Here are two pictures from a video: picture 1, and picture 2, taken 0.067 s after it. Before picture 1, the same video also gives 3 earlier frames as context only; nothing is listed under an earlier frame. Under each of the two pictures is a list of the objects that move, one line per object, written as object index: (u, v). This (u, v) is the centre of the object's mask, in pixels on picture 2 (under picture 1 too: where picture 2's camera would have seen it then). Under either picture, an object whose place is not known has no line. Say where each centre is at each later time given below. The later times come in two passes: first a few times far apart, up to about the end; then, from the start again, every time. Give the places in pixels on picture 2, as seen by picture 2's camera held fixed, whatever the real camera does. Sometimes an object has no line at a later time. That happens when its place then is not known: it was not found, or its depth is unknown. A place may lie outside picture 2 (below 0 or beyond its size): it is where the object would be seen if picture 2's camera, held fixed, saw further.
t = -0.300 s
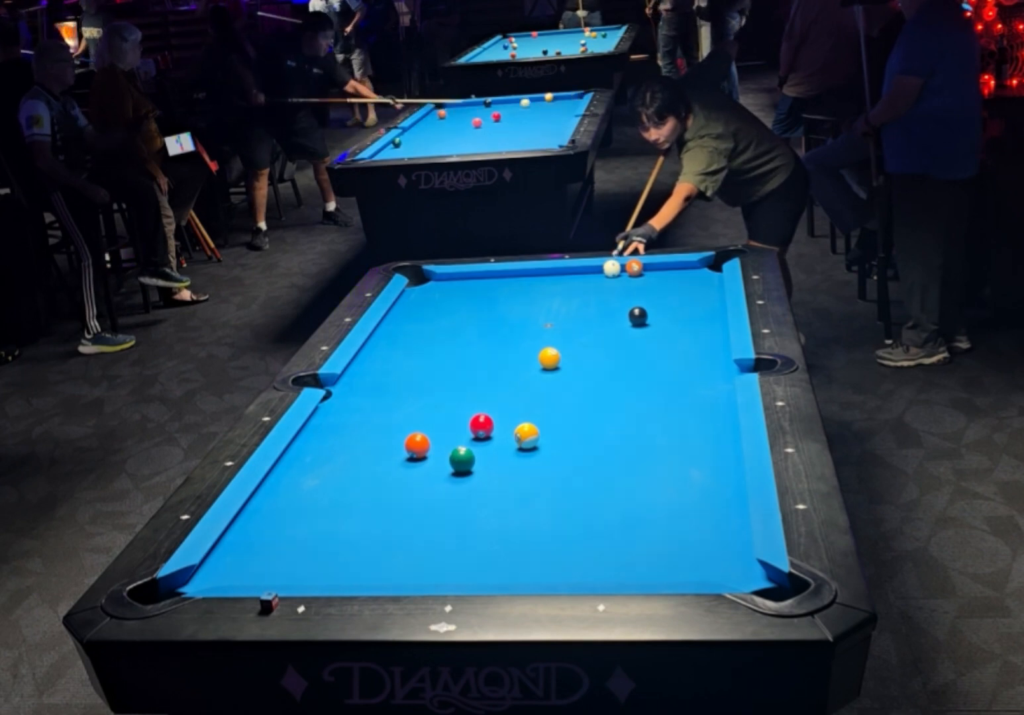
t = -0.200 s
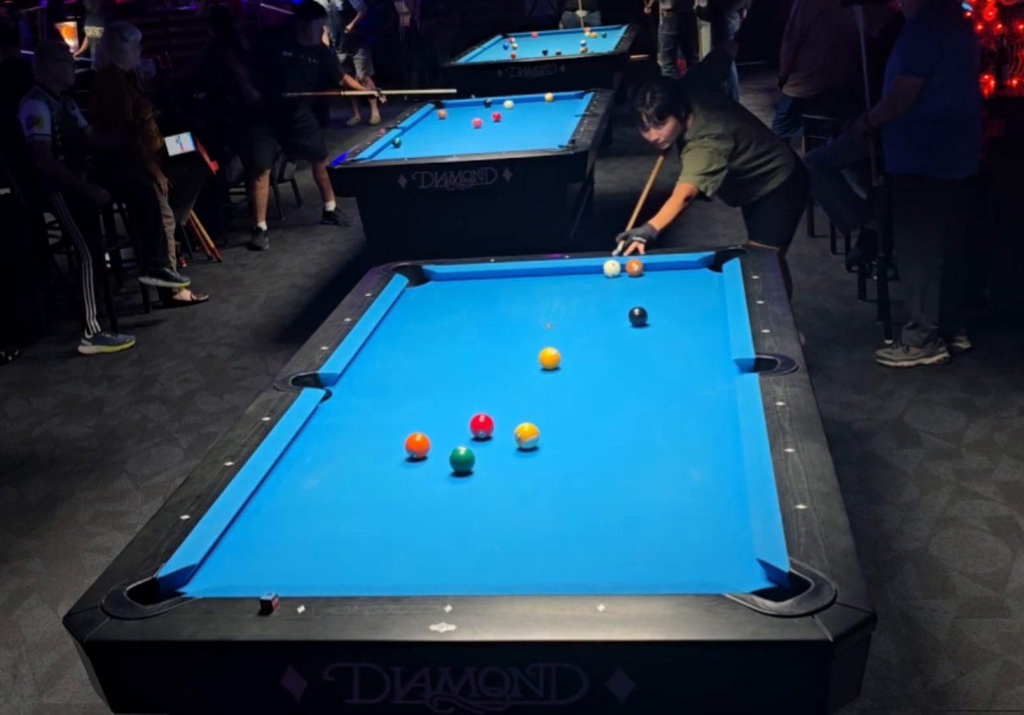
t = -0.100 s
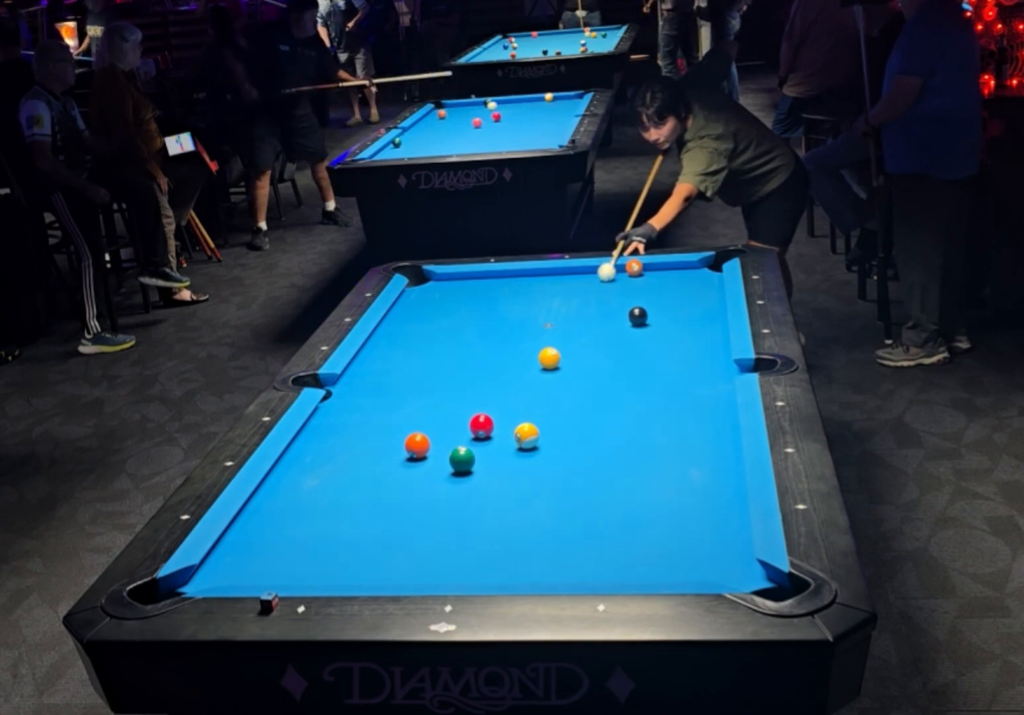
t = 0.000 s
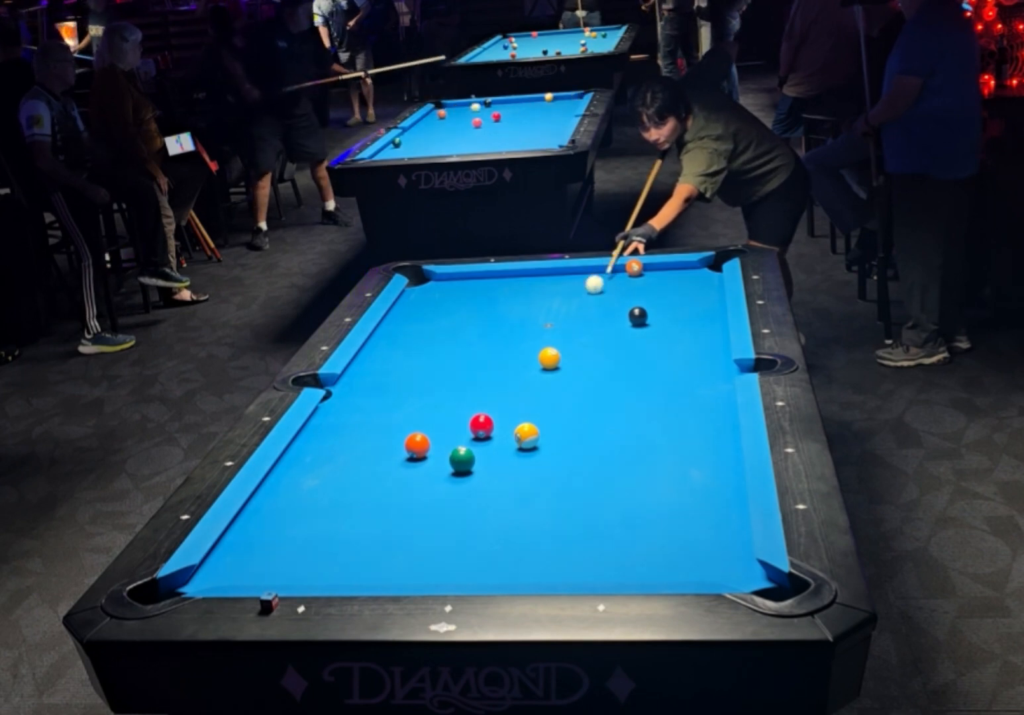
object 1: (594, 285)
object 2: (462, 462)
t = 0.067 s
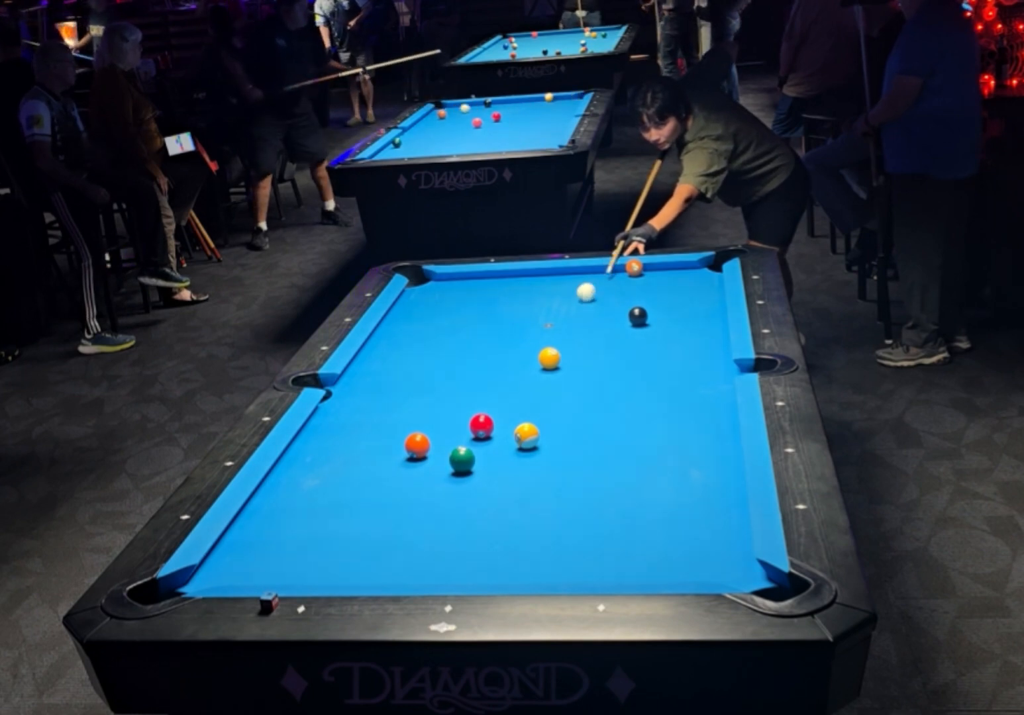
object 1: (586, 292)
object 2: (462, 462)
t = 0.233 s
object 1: (564, 313)
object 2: (462, 462)
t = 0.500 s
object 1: (524, 350)
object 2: (462, 462)
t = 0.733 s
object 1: (485, 387)
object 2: (462, 462)
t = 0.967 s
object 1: (439, 431)
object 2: (462, 462)
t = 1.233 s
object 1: (439, 449)
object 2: (462, 462)
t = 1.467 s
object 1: (435, 461)
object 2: (467, 462)
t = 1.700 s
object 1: (425, 471)
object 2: (477, 465)
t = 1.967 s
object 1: (414, 483)
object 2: (487, 468)
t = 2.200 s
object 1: (405, 492)
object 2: (493, 469)
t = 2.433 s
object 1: (397, 499)
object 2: (499, 472)
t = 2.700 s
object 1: (389, 508)
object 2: (502, 472)
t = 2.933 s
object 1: (383, 514)
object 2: (504, 472)
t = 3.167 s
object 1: (377, 520)
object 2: (504, 472)
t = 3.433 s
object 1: (371, 525)
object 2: (503, 472)
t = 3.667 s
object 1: (367, 527)
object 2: (503, 472)
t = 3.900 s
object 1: (363, 529)
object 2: (503, 472)
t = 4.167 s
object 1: (361, 531)
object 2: (503, 472)
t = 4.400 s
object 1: (362, 531)
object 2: (503, 472)
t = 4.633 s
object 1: (362, 531)
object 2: (503, 472)
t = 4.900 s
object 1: (362, 532)
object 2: (503, 472)
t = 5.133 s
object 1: (362, 532)
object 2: (503, 472)
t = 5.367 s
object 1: (362, 531)
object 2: (503, 472)
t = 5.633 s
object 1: (362, 531)
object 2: (503, 472)
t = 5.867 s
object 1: (362, 531)
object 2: (503, 472)
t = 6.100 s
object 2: (503, 472)
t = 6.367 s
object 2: (503, 472)
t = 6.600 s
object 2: (503, 472)
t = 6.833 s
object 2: (503, 472)
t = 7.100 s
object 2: (503, 472)
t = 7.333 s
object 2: (503, 472)
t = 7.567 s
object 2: (503, 472)
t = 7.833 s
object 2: (503, 472)
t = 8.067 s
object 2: (503, 472)
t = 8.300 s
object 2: (503, 472)
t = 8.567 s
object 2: (503, 472)
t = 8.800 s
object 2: (503, 472)
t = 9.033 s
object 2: (503, 472)
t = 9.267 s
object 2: (503, 472)
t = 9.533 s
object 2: (503, 472)
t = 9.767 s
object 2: (503, 472)
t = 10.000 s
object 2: (503, 472)
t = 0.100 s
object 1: (582, 296)
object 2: (462, 462)
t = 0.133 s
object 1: (577, 301)
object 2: (462, 462)
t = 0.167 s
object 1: (573, 304)
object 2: (462, 462)
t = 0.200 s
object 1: (568, 309)
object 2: (462, 462)
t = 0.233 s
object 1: (564, 313)
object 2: (462, 462)
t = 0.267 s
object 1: (559, 317)
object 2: (462, 462)
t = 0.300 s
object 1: (554, 322)
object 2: (462, 462)
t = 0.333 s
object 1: (549, 326)
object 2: (462, 462)
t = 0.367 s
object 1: (545, 331)
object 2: (462, 462)
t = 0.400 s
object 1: (540, 336)
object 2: (462, 462)
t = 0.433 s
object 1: (534, 340)
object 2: (462, 462)
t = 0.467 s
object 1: (529, 345)
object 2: (462, 462)
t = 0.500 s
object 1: (524, 350)
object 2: (462, 462)
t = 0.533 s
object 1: (519, 355)
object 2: (462, 462)
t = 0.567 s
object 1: (513, 360)
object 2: (462, 462)
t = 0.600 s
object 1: (508, 365)
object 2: (462, 462)
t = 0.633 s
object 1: (502, 371)
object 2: (462, 462)
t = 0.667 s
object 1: (496, 376)
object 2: (462, 462)
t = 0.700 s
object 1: (491, 382)
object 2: (462, 462)
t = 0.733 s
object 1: (485, 387)
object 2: (462, 462)
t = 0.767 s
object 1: (478, 393)
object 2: (462, 462)
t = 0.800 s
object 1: (472, 399)
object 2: (462, 462)
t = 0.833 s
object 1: (465, 405)
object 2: (462, 462)
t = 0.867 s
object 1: (459, 411)
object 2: (462, 462)
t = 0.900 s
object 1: (453, 417)
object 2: (462, 462)
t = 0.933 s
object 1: (446, 424)
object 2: (462, 462)
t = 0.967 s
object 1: (439, 431)
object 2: (462, 462)
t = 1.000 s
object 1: (435, 436)
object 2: (462, 462)
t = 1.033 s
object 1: (435, 438)
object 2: (462, 462)
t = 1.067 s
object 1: (437, 439)
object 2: (462, 462)
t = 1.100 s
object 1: (438, 440)
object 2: (462, 462)
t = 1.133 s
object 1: (438, 442)
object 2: (462, 462)
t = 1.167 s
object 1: (438, 445)
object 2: (462, 462)
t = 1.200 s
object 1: (439, 447)
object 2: (462, 462)
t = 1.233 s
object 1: (439, 449)
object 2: (462, 462)
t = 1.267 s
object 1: (439, 451)
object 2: (462, 462)
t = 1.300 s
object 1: (439, 453)
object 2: (462, 462)
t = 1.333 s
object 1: (440, 454)
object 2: (462, 462)
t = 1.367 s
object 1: (440, 456)
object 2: (463, 462)
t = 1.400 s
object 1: (438, 458)
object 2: (464, 462)
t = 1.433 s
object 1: (437, 460)
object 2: (466, 462)
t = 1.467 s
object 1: (435, 461)
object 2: (467, 462)
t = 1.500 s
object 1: (434, 463)
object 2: (469, 463)
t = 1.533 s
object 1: (432, 464)
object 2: (470, 464)
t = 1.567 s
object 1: (431, 466)
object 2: (472, 464)
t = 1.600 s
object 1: (429, 467)
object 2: (473, 464)
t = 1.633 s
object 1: (428, 468)
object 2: (474, 464)
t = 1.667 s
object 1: (426, 470)
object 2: (476, 464)
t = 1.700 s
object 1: (425, 471)
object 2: (477, 465)
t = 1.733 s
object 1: (423, 473)
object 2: (479, 465)
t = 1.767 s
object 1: (422, 474)
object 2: (480, 465)
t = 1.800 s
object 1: (420, 476)
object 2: (481, 466)
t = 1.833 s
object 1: (419, 477)
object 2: (482, 466)
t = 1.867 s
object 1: (418, 478)
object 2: (483, 467)
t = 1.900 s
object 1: (416, 480)
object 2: (484, 467)
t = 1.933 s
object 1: (415, 481)
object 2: (486, 467)
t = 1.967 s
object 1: (414, 483)
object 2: (487, 468)
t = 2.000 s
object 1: (412, 484)
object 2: (488, 468)
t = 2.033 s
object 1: (411, 485)
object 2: (489, 468)
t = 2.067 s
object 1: (410, 486)
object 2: (490, 468)
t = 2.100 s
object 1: (409, 488)
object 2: (491, 468)
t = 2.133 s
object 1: (407, 489)
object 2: (492, 469)
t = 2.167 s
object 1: (406, 490)
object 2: (493, 469)
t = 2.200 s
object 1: (405, 492)
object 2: (493, 469)
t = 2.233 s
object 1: (404, 493)
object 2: (494, 469)
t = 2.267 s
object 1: (403, 494)
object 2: (495, 470)
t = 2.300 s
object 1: (401, 495)
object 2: (496, 471)
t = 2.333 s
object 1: (400, 496)
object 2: (497, 471)
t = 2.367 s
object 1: (399, 497)
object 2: (497, 471)
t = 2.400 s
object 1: (398, 498)
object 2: (498, 472)
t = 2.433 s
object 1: (397, 499)
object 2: (499, 472)
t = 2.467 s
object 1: (396, 501)
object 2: (499, 472)
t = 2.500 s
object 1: (395, 502)
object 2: (500, 472)
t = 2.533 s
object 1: (394, 503)
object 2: (500, 472)
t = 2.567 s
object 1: (393, 504)
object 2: (501, 471)
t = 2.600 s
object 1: (392, 505)
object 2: (501, 471)
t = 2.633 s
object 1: (391, 506)
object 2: (501, 472)
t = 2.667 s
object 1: (390, 507)
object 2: (502, 472)
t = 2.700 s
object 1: (389, 508)
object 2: (502, 472)
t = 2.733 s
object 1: (388, 509)
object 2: (503, 472)
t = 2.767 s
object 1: (388, 510)
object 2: (503, 472)
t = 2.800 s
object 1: (386, 511)
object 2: (503, 472)
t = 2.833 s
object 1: (386, 512)
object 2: (504, 472)
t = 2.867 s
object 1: (385, 513)
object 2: (504, 472)
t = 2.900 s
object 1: (384, 513)
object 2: (504, 472)
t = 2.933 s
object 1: (383, 514)
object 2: (504, 472)
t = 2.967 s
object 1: (382, 515)
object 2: (504, 472)
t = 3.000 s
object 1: (381, 516)
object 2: (504, 472)
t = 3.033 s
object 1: (380, 516)
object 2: (504, 472)
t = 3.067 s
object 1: (380, 517)
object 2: (504, 472)
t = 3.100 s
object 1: (379, 518)
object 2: (504, 472)
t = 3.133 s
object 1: (378, 519)
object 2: (504, 472)
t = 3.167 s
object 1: (377, 520)
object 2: (504, 472)
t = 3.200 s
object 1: (376, 520)
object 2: (504, 472)
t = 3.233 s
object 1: (375, 521)
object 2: (504, 472)
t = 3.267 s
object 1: (375, 522)
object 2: (503, 472)
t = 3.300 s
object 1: (374, 522)
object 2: (503, 472)
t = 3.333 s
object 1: (373, 523)
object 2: (503, 472)
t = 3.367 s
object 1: (373, 523)
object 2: (503, 472)
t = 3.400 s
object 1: (372, 524)
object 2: (503, 472)
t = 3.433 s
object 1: (371, 525)
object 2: (503, 472)
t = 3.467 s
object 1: (371, 525)
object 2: (503, 472)
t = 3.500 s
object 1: (370, 526)
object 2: (503, 472)
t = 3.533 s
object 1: (369, 526)
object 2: (503, 472)
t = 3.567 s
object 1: (369, 526)
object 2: (503, 472)
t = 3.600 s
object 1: (368, 527)
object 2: (503, 472)
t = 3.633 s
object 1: (367, 527)
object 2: (503, 472)
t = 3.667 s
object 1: (367, 527)
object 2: (503, 472)
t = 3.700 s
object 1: (366, 528)
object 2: (503, 472)
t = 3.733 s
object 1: (366, 528)
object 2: (503, 472)
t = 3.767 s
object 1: (365, 529)
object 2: (503, 472)
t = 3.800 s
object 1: (365, 528)
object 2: (503, 472)
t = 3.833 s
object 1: (364, 529)
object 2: (503, 472)
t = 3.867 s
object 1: (364, 529)
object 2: (503, 472)
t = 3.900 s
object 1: (363, 529)
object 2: (503, 472)
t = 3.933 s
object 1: (363, 530)
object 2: (503, 472)
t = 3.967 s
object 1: (363, 530)
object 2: (503, 472)
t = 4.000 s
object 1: (362, 530)
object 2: (503, 472)
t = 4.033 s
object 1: (362, 530)
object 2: (503, 472)
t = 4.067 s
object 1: (362, 531)
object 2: (503, 472)
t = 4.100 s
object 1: (362, 530)
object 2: (503, 472)
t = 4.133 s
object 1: (361, 531)
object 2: (503, 472)
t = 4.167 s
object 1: (361, 531)
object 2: (503, 472)
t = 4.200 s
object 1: (361, 531)
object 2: (503, 472)
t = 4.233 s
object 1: (361, 531)
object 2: (503, 472)
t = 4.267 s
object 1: (361, 531)
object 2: (503, 472)
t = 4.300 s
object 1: (361, 531)
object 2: (503, 472)
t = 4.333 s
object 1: (362, 531)
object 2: (503, 472)
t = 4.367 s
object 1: (362, 531)
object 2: (503, 472)
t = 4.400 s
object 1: (362, 531)
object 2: (503, 472)
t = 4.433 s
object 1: (362, 531)
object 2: (503, 472)
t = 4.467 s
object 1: (362, 531)
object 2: (503, 472)
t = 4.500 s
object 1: (362, 531)
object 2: (503, 472)
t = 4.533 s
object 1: (362, 531)
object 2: (503, 472)
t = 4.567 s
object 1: (362, 531)
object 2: (503, 472)
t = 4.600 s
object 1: (362, 532)
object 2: (503, 472)
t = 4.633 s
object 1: (362, 531)
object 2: (503, 472)
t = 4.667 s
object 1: (362, 531)
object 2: (503, 472)
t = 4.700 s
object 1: (362, 532)
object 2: (503, 472)
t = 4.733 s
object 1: (362, 531)
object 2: (503, 472)
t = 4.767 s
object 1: (362, 531)
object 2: (503, 472)
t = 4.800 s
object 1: (362, 532)
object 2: (503, 472)
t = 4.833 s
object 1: (362, 531)
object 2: (503, 472)
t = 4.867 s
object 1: (362, 531)
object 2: (503, 472)
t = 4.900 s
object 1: (362, 532)
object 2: (503, 472)
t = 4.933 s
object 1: (362, 531)
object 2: (503, 472)
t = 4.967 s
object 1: (362, 532)
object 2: (503, 472)
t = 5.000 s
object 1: (362, 532)
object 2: (503, 472)
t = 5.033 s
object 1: (362, 531)
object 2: (503, 472)
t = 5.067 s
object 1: (362, 532)
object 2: (503, 472)
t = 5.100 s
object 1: (362, 531)
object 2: (503, 472)
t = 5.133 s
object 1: (362, 532)
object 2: (503, 472)
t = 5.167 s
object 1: (362, 532)
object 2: (503, 472)
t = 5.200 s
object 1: (362, 532)
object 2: (503, 472)
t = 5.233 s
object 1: (362, 532)
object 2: (503, 472)
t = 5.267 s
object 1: (362, 531)
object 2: (503, 472)
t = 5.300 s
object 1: (362, 532)
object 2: (503, 472)
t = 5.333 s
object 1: (362, 532)
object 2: (503, 472)
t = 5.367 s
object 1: (362, 531)
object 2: (503, 472)
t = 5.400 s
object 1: (362, 532)
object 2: (503, 472)
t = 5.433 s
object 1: (362, 532)
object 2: (503, 472)
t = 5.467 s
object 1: (362, 532)
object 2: (503, 472)
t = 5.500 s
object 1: (362, 531)
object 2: (503, 472)
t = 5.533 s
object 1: (362, 532)
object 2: (503, 472)
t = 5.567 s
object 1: (362, 531)
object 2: (503, 472)
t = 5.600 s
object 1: (362, 531)
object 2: (503, 472)
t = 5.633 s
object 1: (362, 531)
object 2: (503, 472)
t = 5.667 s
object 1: (362, 531)
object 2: (503, 472)
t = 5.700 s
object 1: (362, 531)
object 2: (503, 472)
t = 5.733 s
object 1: (362, 532)
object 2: (503, 472)
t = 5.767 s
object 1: (362, 531)
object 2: (503, 472)
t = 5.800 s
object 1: (362, 531)
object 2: (503, 472)
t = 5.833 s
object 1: (362, 531)
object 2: (503, 472)
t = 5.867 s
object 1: (362, 531)
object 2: (503, 472)
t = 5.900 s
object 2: (503, 472)
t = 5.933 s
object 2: (503, 472)
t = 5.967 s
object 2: (503, 472)
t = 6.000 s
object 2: (503, 472)
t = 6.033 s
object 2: (503, 472)
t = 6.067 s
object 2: (503, 472)
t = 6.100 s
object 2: (503, 472)
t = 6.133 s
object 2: (503, 472)
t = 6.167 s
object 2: (503, 472)
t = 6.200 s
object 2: (503, 472)
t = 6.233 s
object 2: (503, 472)
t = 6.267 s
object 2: (503, 472)
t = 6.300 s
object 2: (503, 472)
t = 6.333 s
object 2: (503, 472)
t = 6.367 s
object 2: (503, 472)
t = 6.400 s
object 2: (503, 472)
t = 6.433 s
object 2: (503, 472)
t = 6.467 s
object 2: (503, 472)
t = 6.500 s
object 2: (503, 472)
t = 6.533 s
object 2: (503, 473)
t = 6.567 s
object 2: (503, 472)
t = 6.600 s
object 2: (503, 472)
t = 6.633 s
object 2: (503, 472)
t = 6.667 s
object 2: (503, 472)
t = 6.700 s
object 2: (503, 472)
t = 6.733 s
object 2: (503, 472)
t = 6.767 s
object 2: (503, 472)
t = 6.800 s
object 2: (503, 472)
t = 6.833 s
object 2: (503, 472)
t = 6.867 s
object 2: (503, 472)
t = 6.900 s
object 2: (503, 472)
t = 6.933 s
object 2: (503, 472)
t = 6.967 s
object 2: (503, 472)
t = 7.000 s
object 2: (503, 472)
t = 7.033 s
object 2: (503, 472)
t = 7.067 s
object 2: (503, 472)
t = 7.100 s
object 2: (503, 472)
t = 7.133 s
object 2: (503, 472)
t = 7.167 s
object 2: (503, 472)
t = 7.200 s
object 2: (503, 472)
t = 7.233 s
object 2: (503, 472)
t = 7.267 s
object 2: (503, 472)
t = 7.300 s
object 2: (503, 472)
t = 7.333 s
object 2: (503, 472)
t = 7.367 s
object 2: (503, 472)
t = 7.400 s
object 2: (503, 472)
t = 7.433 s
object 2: (503, 472)
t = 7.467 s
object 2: (503, 472)
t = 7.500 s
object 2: (503, 472)
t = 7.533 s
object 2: (503, 472)
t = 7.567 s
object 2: (503, 472)
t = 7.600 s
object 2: (503, 472)
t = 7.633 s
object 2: (503, 472)
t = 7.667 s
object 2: (503, 472)
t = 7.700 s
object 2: (503, 472)
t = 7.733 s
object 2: (503, 472)
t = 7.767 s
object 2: (503, 472)
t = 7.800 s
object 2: (503, 472)
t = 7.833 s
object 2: (503, 472)
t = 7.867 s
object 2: (503, 472)
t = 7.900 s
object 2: (503, 472)
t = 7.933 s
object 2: (503, 472)
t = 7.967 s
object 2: (503, 472)
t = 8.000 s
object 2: (503, 472)
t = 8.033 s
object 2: (503, 472)
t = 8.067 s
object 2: (503, 472)
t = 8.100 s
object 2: (503, 472)
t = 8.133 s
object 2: (503, 472)
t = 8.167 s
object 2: (503, 472)
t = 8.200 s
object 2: (503, 472)
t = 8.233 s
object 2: (503, 472)
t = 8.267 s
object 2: (503, 472)
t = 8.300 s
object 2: (503, 472)
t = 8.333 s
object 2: (503, 472)
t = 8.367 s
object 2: (503, 472)
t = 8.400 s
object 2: (503, 472)
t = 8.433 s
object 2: (503, 472)
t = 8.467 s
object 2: (503, 472)
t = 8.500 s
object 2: (503, 472)
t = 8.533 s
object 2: (503, 472)
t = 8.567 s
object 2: (503, 472)
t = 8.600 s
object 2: (503, 472)
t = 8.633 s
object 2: (503, 472)
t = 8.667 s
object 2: (503, 472)
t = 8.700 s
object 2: (503, 472)
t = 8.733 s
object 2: (503, 472)
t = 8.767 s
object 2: (503, 472)
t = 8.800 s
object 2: (503, 472)
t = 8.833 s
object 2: (503, 472)
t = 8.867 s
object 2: (503, 472)
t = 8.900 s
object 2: (503, 472)
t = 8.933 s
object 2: (503, 472)
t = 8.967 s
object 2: (503, 472)
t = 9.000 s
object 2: (503, 472)
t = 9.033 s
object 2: (503, 472)
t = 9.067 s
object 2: (503, 472)
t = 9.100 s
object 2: (503, 472)
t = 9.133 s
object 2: (503, 472)
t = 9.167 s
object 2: (503, 472)
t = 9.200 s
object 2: (503, 472)
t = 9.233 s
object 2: (503, 472)
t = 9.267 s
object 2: (503, 472)
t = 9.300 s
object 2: (503, 472)
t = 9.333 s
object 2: (503, 472)
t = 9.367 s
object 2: (503, 472)
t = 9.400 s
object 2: (503, 472)
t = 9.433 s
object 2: (503, 472)
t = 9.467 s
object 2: (503, 472)
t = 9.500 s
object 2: (503, 472)
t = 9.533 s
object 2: (503, 472)
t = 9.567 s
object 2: (503, 472)
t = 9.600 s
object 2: (503, 472)
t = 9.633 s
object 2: (503, 472)
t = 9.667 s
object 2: (503, 472)
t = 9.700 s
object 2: (503, 472)
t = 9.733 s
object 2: (503, 472)
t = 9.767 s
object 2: (503, 472)
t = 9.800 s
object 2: (503, 472)
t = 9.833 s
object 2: (503, 472)
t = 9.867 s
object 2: (503, 472)
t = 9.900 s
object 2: (503, 472)
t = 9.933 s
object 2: (503, 472)
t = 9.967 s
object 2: (503, 472)
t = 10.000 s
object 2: (503, 472)
